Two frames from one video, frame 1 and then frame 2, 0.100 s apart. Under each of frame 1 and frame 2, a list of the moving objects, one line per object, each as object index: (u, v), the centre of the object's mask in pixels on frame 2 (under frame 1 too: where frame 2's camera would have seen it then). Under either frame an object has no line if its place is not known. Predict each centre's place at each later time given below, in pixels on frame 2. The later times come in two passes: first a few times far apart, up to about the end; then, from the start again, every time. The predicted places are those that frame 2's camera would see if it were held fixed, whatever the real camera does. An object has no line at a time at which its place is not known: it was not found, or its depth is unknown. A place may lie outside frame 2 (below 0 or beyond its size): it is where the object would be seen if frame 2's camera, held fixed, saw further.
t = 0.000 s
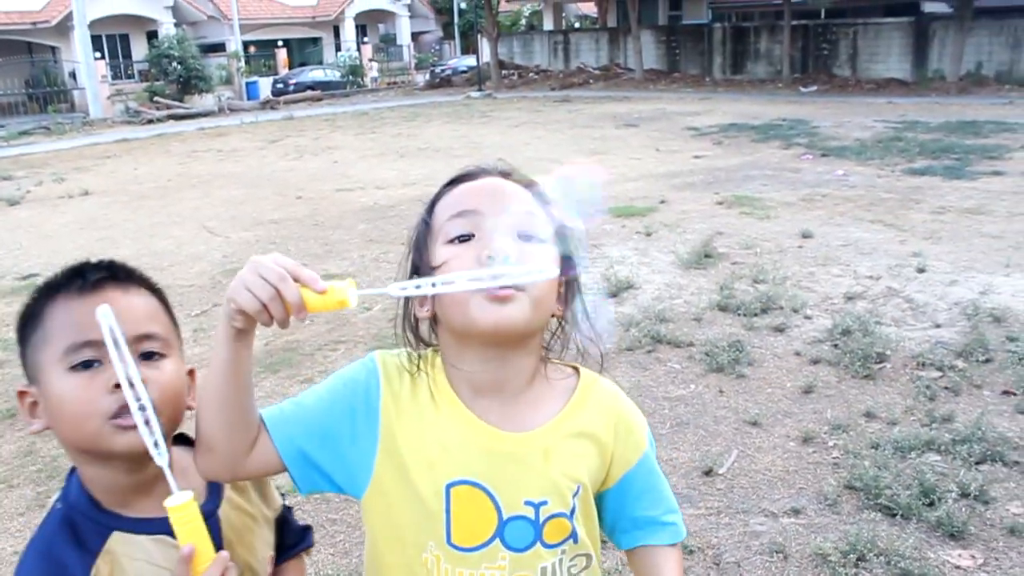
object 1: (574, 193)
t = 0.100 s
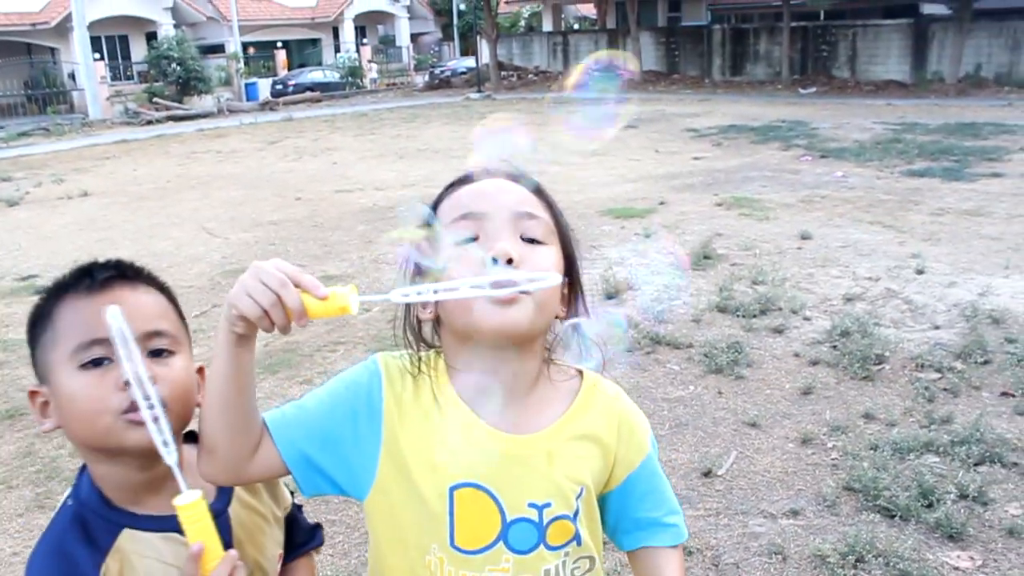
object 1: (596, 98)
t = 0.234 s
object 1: (756, 80)
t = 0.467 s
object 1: (835, 123)
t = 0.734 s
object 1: (787, 89)
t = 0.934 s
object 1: (720, 48)
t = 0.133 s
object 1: (627, 82)
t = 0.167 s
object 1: (677, 71)
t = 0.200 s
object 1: (722, 73)
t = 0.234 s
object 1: (756, 80)
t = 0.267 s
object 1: (787, 92)
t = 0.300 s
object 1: (813, 101)
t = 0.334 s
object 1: (825, 106)
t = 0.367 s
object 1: (836, 113)
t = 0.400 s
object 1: (839, 116)
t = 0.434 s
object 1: (839, 120)
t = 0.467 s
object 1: (835, 123)
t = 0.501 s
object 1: (832, 124)
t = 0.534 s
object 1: (827, 125)
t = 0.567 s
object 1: (821, 122)
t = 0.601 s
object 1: (816, 117)
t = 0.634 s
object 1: (809, 110)
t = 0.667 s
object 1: (802, 103)
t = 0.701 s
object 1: (795, 96)
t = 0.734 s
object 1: (787, 89)
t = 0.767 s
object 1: (777, 82)
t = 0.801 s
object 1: (767, 75)
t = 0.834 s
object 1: (757, 68)
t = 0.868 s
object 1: (746, 62)
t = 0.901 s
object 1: (735, 55)
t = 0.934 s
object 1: (720, 48)
